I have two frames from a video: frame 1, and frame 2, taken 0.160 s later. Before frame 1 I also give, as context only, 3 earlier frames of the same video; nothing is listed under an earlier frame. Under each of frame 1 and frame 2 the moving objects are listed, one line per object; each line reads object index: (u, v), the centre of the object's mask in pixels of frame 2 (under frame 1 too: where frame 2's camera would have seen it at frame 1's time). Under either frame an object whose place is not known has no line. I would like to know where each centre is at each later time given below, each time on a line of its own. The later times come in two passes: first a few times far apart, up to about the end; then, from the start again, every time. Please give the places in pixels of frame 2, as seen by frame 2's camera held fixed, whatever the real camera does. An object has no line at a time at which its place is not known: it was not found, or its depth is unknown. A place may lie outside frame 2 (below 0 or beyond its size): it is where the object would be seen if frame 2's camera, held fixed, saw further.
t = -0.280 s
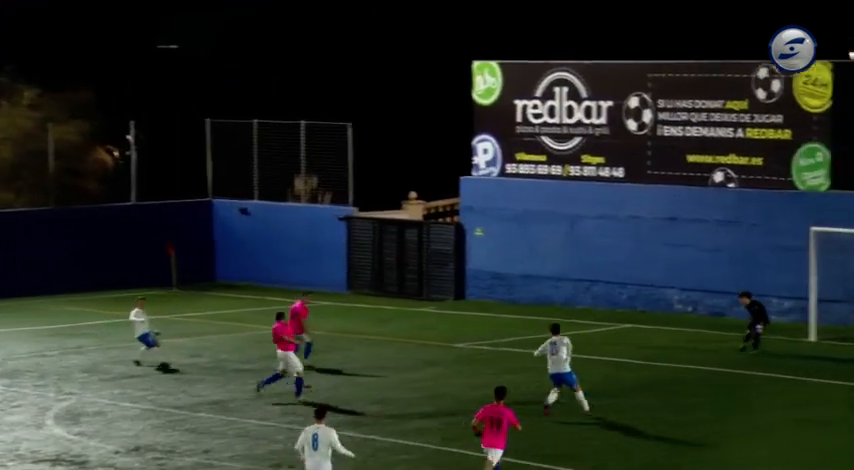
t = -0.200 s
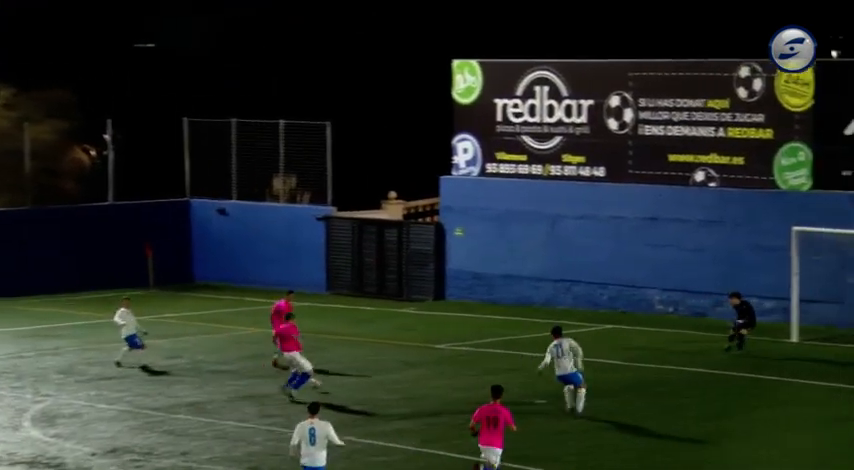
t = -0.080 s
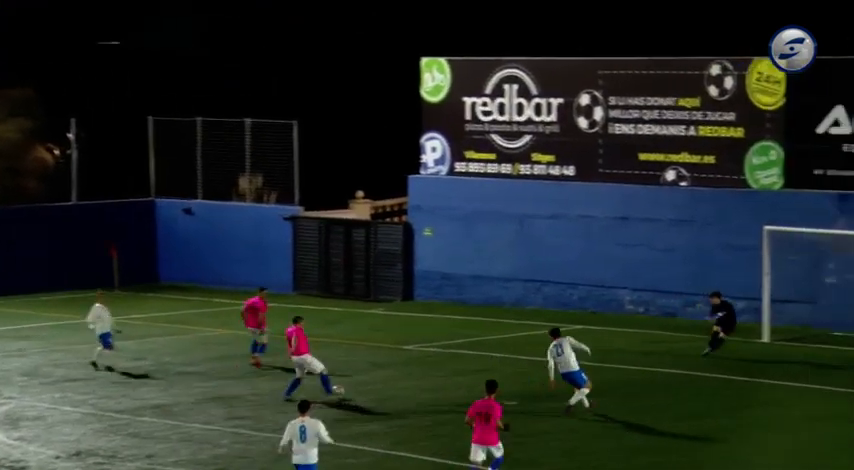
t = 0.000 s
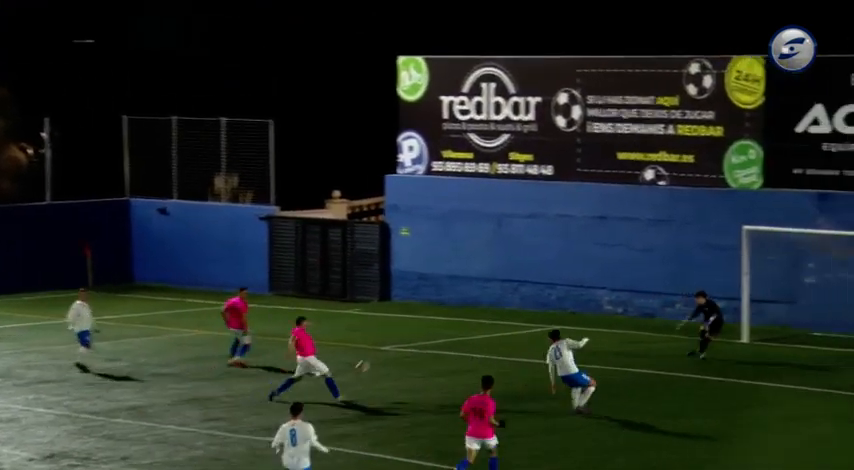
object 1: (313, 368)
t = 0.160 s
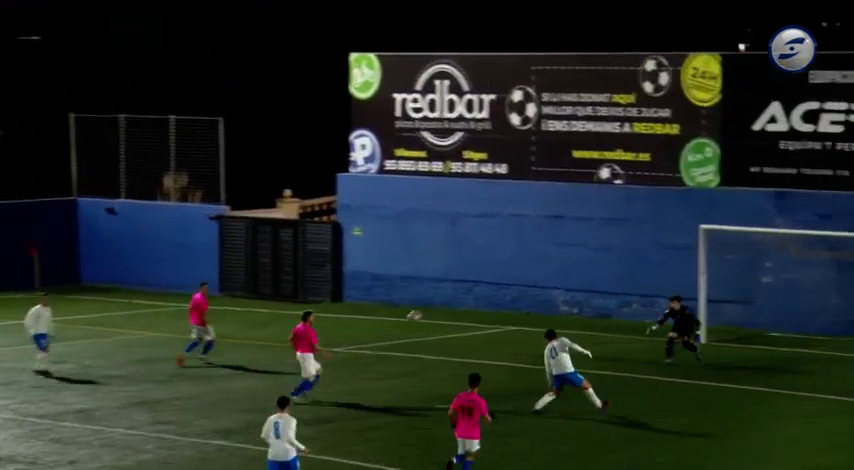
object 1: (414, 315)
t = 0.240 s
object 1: (463, 295)
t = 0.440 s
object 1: (582, 257)
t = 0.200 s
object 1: (438, 304)
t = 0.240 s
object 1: (463, 295)
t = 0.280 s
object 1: (487, 285)
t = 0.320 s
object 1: (511, 277)
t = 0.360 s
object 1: (534, 270)
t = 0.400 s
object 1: (558, 263)
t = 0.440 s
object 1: (582, 257)
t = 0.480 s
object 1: (605, 253)
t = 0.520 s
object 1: (628, 249)
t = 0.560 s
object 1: (651, 245)
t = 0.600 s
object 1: (674, 241)
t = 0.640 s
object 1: (695, 240)
